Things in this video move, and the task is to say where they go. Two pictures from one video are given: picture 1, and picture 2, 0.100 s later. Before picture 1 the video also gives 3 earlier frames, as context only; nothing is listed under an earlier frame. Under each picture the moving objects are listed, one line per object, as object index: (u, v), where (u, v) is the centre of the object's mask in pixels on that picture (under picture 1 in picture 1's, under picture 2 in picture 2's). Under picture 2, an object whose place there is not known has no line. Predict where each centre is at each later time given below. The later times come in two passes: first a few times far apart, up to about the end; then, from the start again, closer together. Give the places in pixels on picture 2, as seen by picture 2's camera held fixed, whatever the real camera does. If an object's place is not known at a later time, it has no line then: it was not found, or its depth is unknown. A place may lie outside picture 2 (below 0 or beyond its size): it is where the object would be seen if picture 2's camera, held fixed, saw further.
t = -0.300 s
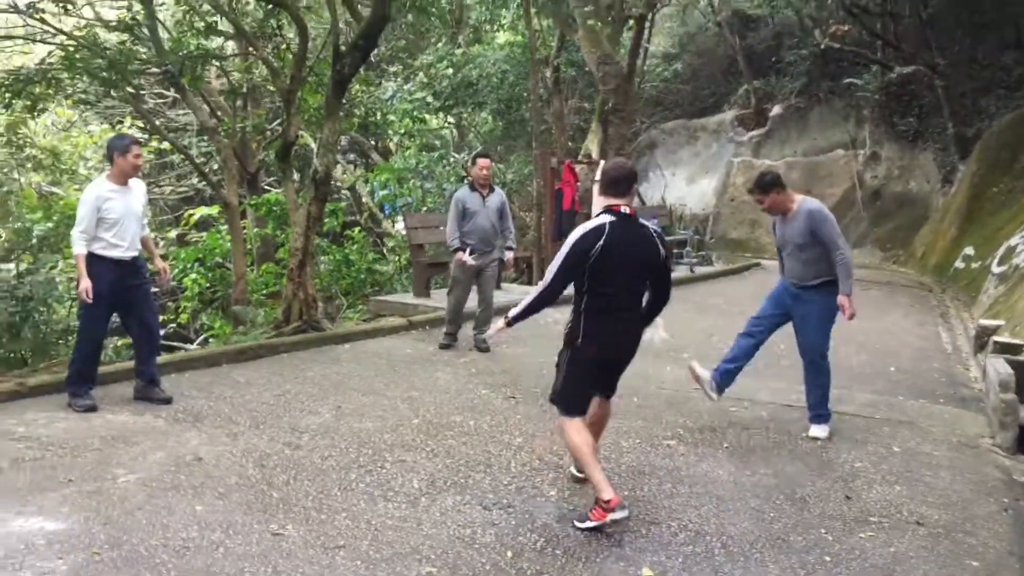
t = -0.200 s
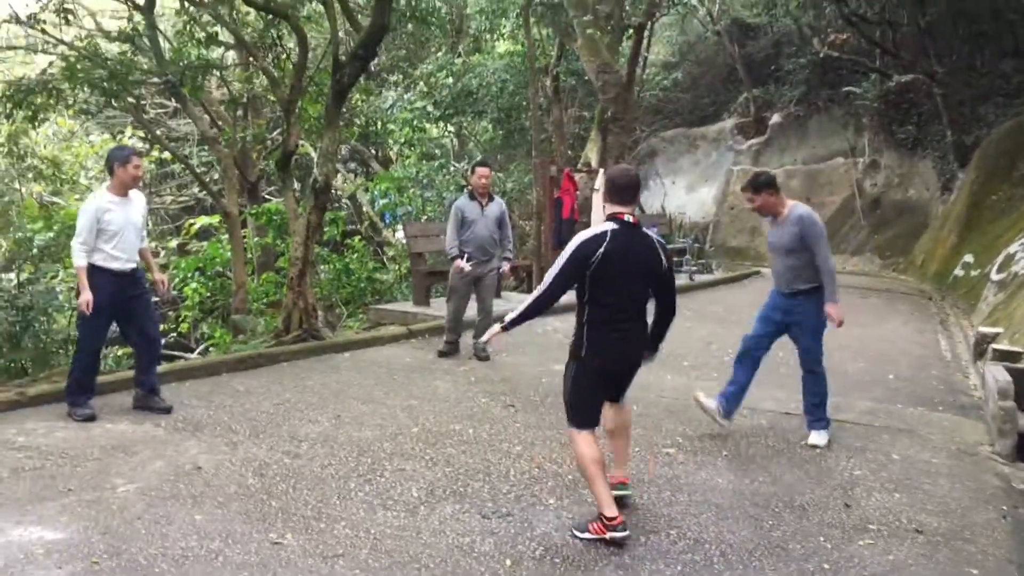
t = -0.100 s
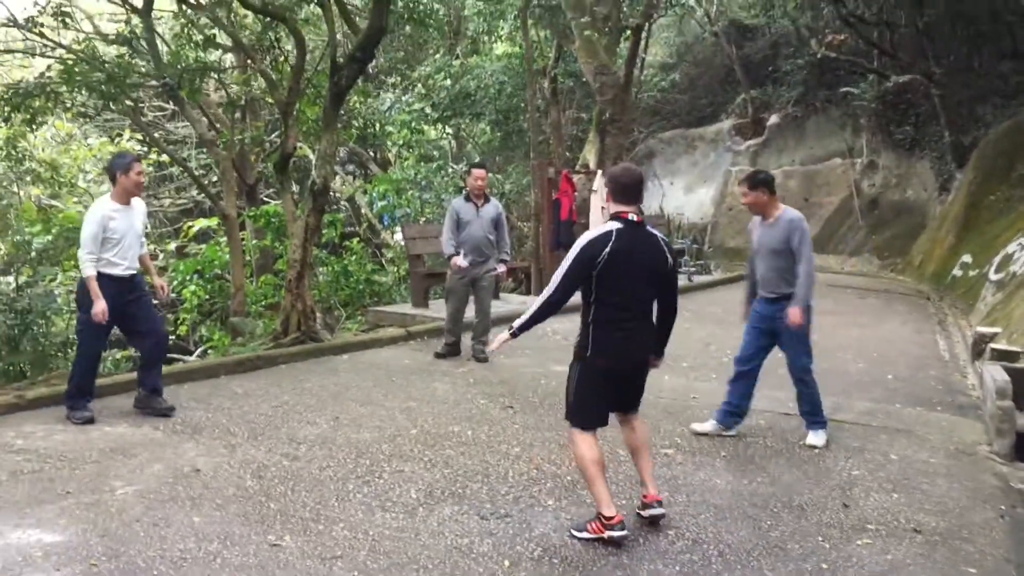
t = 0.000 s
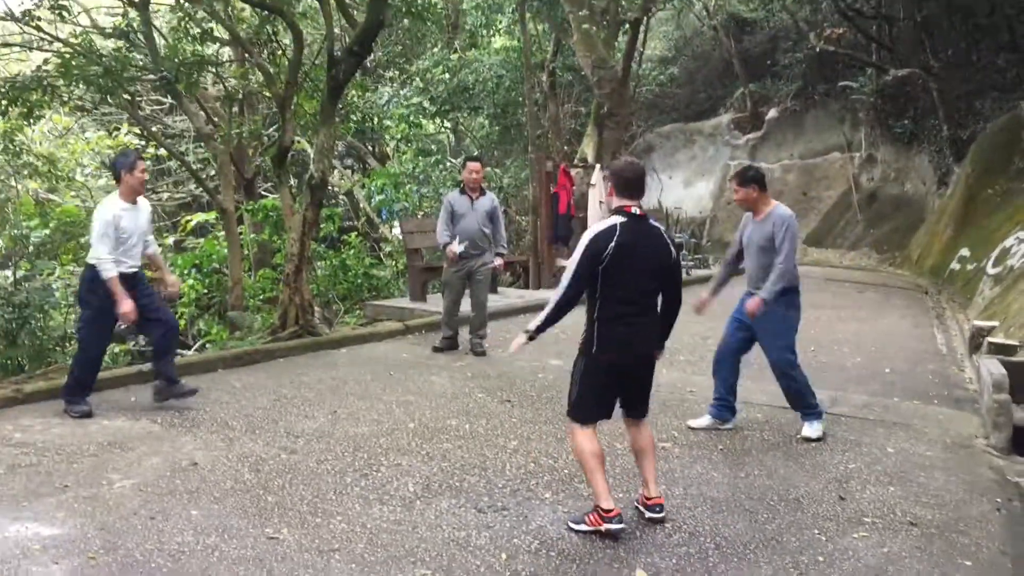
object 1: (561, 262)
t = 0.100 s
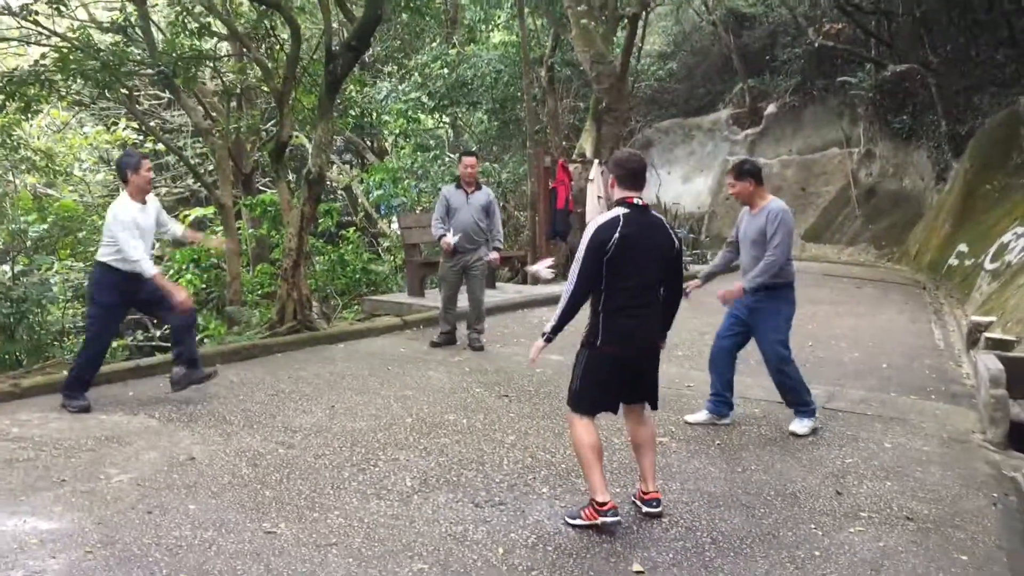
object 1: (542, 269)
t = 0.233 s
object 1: (499, 297)
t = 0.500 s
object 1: (431, 386)
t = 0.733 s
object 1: (419, 397)
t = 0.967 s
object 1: (419, 397)
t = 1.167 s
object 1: (419, 397)
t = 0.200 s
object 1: (511, 284)
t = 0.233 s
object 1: (499, 297)
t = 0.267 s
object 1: (488, 308)
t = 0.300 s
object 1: (477, 323)
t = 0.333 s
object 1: (466, 338)
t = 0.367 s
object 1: (457, 356)
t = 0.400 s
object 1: (449, 374)
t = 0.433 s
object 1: (441, 393)
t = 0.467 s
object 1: (437, 391)
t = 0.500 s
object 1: (431, 386)
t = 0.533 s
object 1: (428, 387)
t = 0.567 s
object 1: (425, 389)
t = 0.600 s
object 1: (424, 393)
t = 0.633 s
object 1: (422, 394)
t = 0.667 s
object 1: (420, 396)
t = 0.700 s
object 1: (420, 396)
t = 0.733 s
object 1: (419, 397)
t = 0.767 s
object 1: (419, 397)
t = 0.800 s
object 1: (419, 397)
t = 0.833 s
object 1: (419, 397)
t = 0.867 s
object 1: (419, 397)
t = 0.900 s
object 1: (419, 397)
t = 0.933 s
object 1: (419, 397)
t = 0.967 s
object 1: (419, 397)
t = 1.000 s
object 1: (419, 397)
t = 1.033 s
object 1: (419, 397)
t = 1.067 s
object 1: (419, 397)
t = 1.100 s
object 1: (419, 397)
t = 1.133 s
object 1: (419, 397)
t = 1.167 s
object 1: (419, 397)
